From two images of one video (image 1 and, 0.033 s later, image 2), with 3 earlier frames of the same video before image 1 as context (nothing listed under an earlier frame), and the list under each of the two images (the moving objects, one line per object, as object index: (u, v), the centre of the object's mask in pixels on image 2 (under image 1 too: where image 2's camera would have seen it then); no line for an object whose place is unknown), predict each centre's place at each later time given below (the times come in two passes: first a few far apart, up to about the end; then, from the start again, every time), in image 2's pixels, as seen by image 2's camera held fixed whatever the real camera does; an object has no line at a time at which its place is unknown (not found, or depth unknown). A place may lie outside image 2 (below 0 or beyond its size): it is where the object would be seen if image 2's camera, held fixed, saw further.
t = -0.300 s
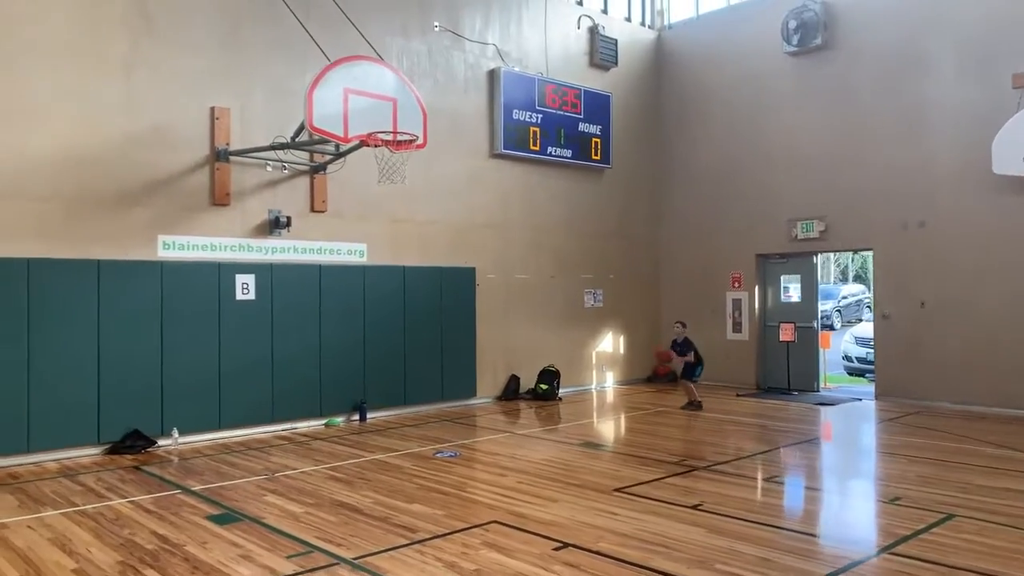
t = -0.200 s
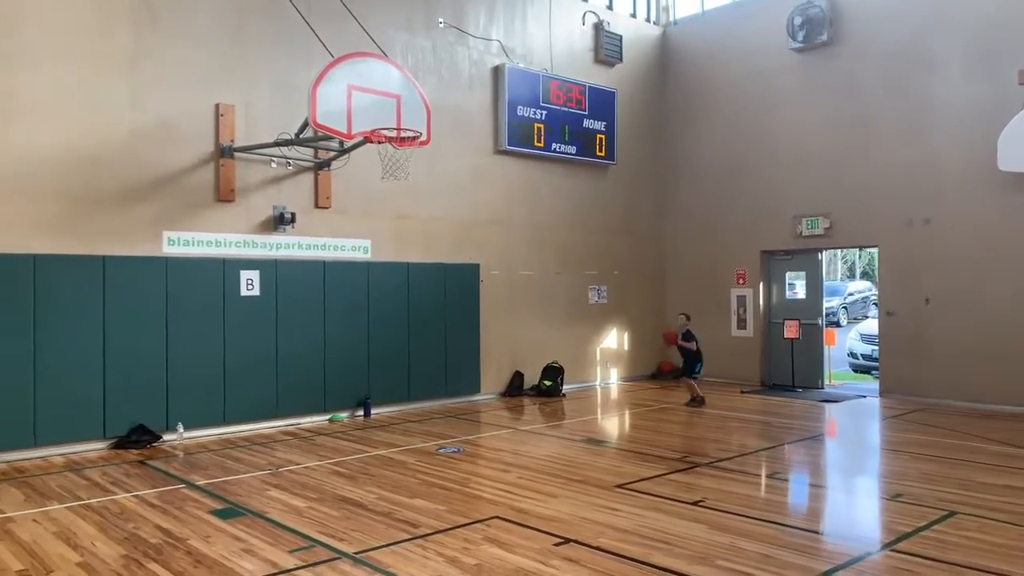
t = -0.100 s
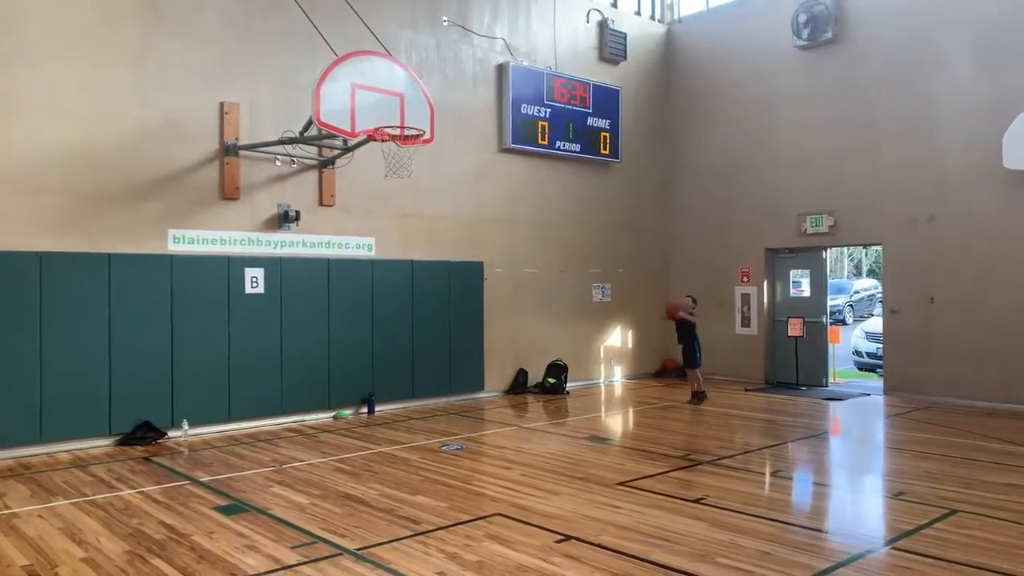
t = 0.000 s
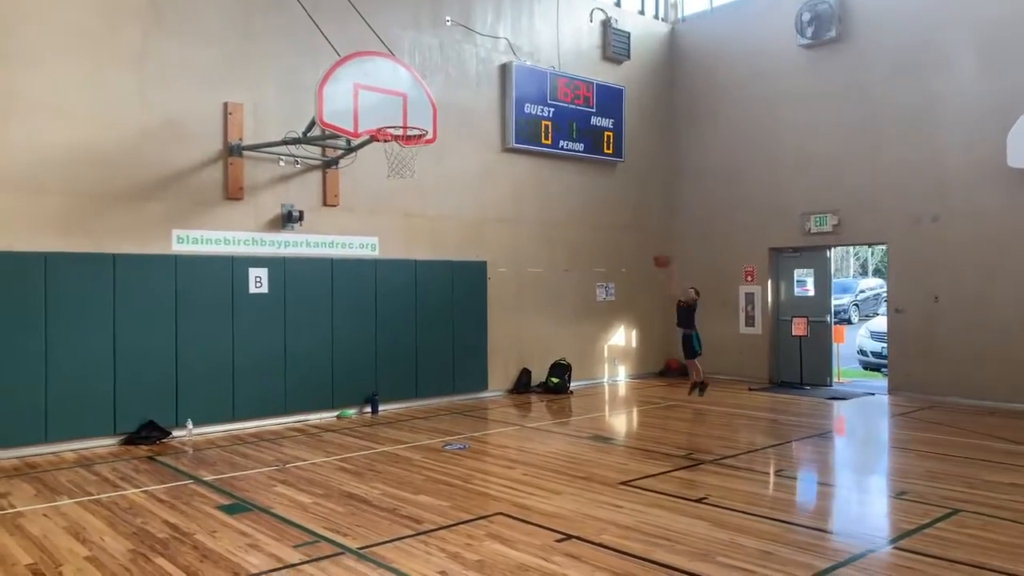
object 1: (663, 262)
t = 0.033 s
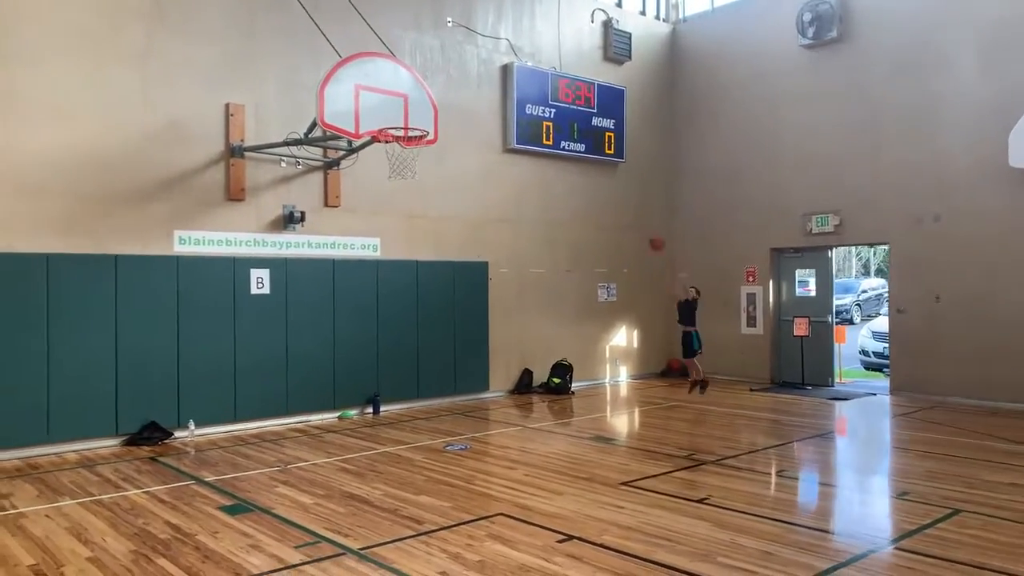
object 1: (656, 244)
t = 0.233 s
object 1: (617, 152)
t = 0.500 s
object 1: (562, 72)
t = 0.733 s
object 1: (509, 47)
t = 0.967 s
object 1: (449, 73)
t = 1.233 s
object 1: (381, 156)
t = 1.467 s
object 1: (361, 200)
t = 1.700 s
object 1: (346, 294)
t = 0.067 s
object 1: (650, 227)
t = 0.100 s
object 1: (644, 210)
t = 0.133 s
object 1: (637, 195)
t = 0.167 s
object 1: (630, 180)
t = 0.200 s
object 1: (624, 165)
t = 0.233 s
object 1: (617, 152)
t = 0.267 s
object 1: (611, 139)
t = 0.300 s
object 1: (604, 128)
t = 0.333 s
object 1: (597, 117)
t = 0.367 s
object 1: (591, 106)
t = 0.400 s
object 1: (581, 98)
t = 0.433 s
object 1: (574, 89)
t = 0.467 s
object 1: (569, 79)
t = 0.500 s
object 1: (562, 72)
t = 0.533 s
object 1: (556, 66)
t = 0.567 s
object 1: (548, 61)
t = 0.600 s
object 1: (540, 56)
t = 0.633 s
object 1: (532, 52)
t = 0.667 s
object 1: (524, 50)
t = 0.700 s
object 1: (517, 48)
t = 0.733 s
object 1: (509, 47)
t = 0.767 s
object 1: (501, 48)
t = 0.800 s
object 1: (492, 49)
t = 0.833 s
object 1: (483, 51)
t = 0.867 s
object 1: (475, 55)
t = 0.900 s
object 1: (467, 60)
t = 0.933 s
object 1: (458, 66)
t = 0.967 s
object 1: (449, 73)
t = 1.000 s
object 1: (441, 81)
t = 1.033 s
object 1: (433, 91)
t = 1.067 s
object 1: (424, 102)
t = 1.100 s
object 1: (414, 114)
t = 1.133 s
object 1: (404, 124)
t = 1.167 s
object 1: (396, 139)
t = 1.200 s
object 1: (388, 150)
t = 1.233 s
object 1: (381, 156)
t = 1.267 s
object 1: (378, 160)
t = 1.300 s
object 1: (376, 164)
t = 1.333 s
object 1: (373, 169)
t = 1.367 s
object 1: (370, 175)
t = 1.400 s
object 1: (368, 182)
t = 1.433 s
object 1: (365, 191)
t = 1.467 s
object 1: (361, 200)
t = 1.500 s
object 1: (358, 210)
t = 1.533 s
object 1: (357, 222)
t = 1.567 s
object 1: (355, 234)
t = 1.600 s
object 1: (351, 248)
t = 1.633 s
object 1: (348, 262)
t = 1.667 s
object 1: (346, 277)
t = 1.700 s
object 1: (346, 294)
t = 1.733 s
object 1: (342, 310)
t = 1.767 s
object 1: (340, 329)
